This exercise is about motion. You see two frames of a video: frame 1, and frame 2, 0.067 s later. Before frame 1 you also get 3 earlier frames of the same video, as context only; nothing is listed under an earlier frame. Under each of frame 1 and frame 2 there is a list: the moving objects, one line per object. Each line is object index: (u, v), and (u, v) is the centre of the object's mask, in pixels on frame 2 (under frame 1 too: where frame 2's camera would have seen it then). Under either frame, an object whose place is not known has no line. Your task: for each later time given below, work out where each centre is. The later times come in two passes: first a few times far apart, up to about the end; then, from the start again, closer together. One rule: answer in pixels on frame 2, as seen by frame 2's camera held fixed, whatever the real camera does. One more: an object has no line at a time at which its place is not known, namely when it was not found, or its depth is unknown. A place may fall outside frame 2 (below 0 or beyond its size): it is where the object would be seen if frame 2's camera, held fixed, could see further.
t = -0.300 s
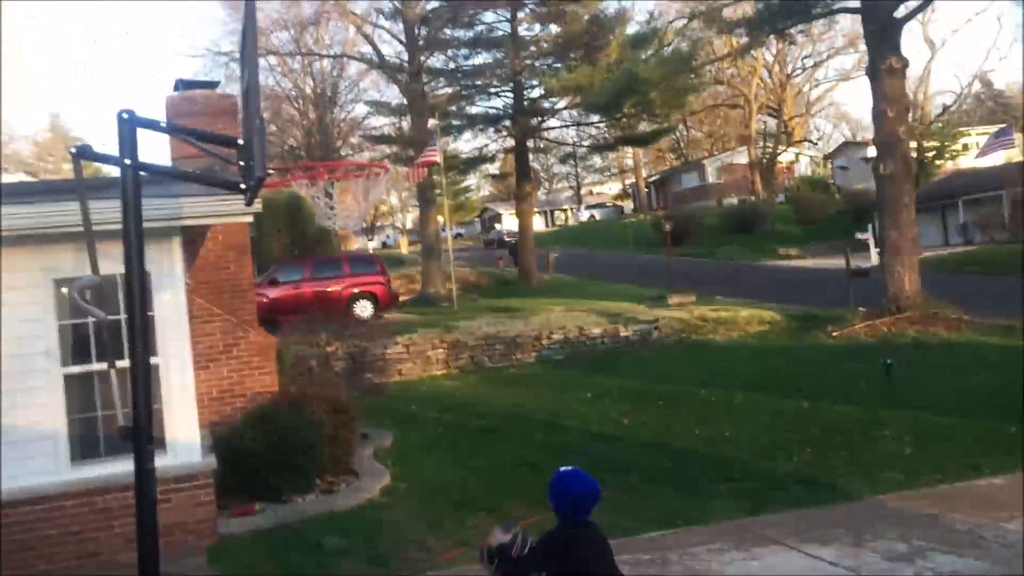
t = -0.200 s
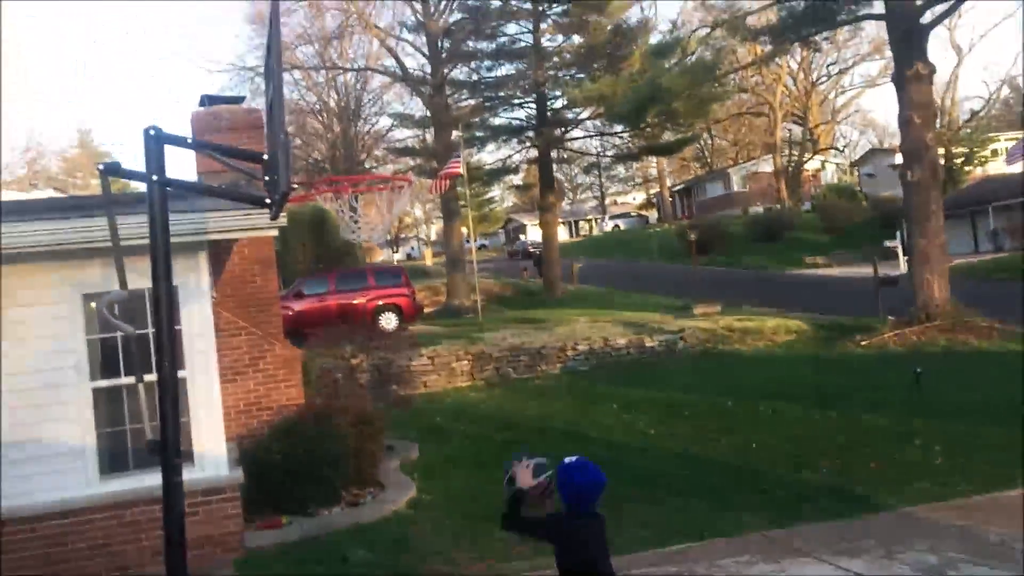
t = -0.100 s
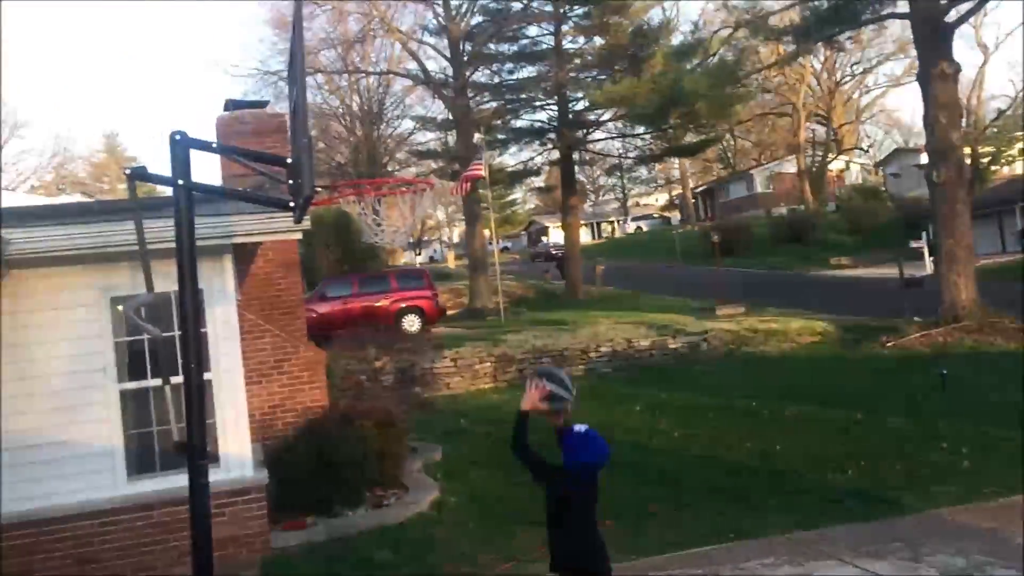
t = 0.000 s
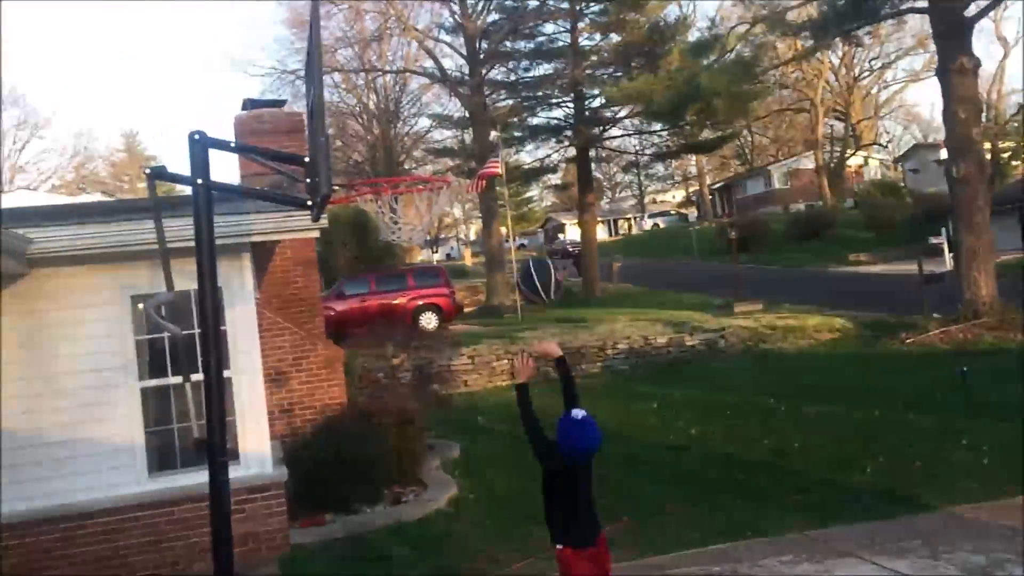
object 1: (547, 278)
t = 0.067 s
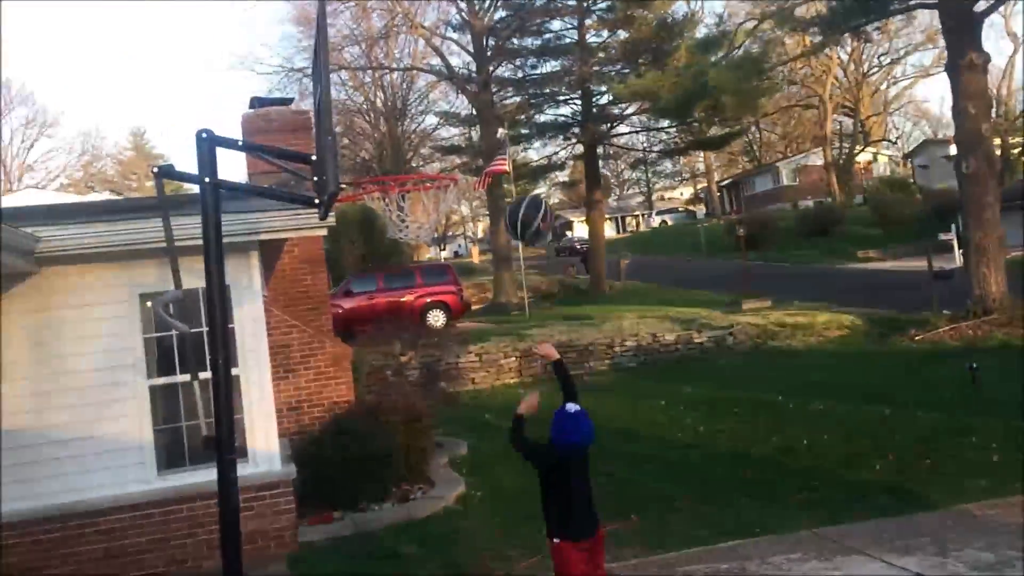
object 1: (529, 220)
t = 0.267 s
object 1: (478, 106)
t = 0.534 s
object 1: (432, 88)
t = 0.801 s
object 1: (405, 162)
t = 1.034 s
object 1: (411, 201)
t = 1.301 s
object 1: (422, 225)
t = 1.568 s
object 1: (396, 288)
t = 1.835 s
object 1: (388, 503)
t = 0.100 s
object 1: (519, 194)
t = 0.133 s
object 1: (510, 171)
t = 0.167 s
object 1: (502, 150)
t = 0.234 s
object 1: (485, 118)
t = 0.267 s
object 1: (478, 106)
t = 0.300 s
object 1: (469, 96)
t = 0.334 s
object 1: (462, 88)
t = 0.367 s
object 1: (458, 82)
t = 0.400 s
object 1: (453, 79)
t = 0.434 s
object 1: (446, 78)
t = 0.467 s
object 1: (441, 80)
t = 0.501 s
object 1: (436, 83)
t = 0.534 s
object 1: (432, 88)
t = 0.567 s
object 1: (427, 96)
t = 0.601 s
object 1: (422, 106)
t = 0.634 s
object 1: (419, 118)
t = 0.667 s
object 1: (416, 130)
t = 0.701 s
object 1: (414, 146)
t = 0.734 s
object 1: (410, 161)
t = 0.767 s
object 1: (407, 164)
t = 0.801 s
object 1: (405, 162)
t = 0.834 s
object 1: (402, 163)
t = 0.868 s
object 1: (401, 164)
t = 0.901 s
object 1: (399, 167)
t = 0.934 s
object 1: (399, 180)
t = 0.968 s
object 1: (403, 187)
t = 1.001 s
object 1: (408, 197)
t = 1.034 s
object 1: (411, 201)
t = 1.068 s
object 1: (416, 209)
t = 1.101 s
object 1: (421, 222)
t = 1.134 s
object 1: (423, 223)
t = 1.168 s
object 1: (424, 221)
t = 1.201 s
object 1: (423, 219)
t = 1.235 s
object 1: (423, 219)
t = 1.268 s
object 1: (423, 222)
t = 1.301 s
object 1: (422, 225)
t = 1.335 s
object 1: (419, 229)
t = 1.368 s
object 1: (416, 232)
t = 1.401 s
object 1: (412, 235)
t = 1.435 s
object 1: (409, 242)
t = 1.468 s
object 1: (404, 249)
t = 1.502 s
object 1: (402, 260)
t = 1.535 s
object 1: (399, 273)
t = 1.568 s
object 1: (396, 288)
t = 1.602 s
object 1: (395, 306)
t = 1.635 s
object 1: (393, 325)
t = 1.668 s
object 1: (391, 347)
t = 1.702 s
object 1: (390, 373)
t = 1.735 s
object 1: (390, 401)
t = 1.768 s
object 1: (389, 431)
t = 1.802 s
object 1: (388, 465)
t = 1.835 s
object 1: (388, 503)
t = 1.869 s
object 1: (387, 543)
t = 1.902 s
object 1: (387, 587)
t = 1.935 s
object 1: (388, 633)
